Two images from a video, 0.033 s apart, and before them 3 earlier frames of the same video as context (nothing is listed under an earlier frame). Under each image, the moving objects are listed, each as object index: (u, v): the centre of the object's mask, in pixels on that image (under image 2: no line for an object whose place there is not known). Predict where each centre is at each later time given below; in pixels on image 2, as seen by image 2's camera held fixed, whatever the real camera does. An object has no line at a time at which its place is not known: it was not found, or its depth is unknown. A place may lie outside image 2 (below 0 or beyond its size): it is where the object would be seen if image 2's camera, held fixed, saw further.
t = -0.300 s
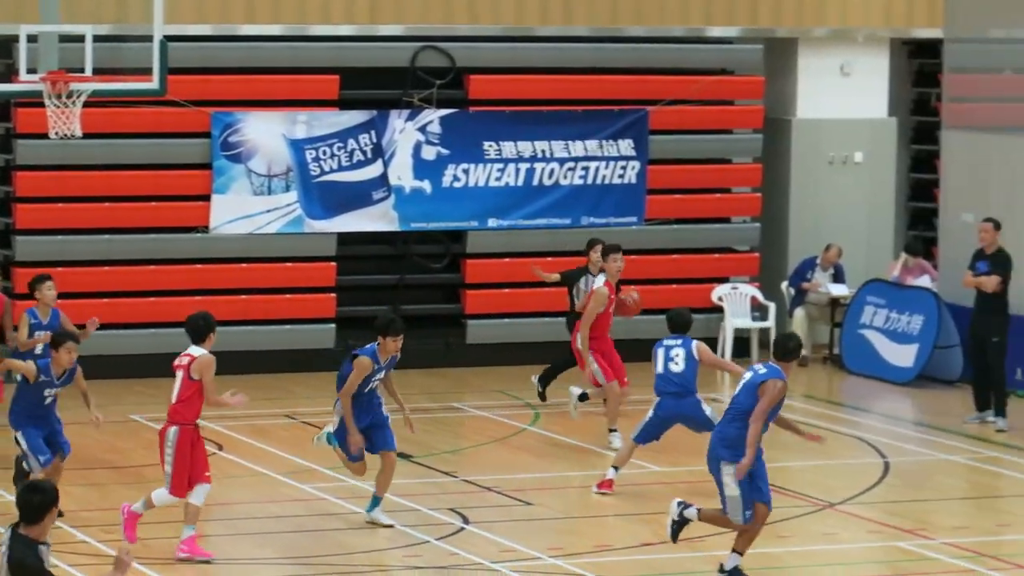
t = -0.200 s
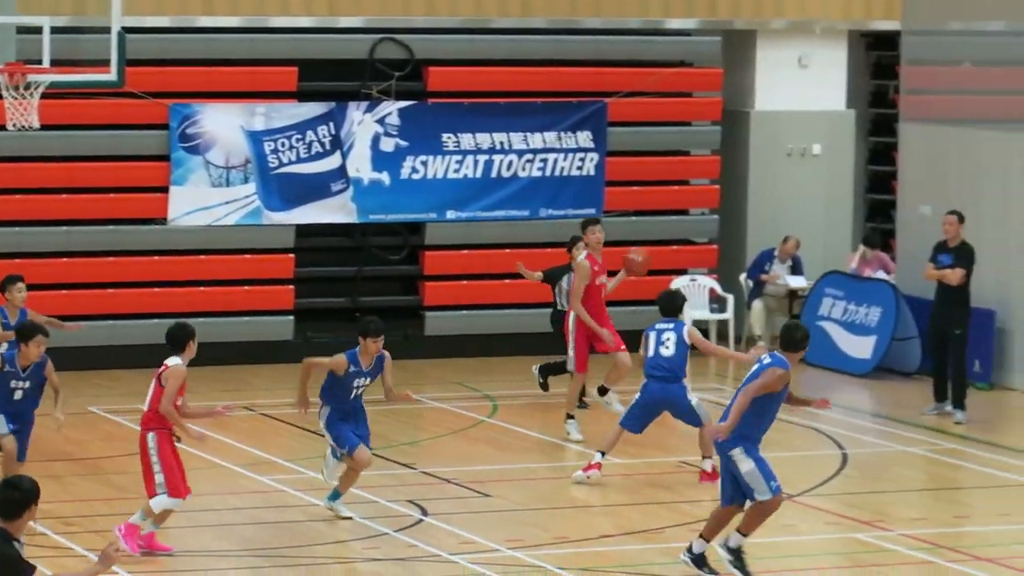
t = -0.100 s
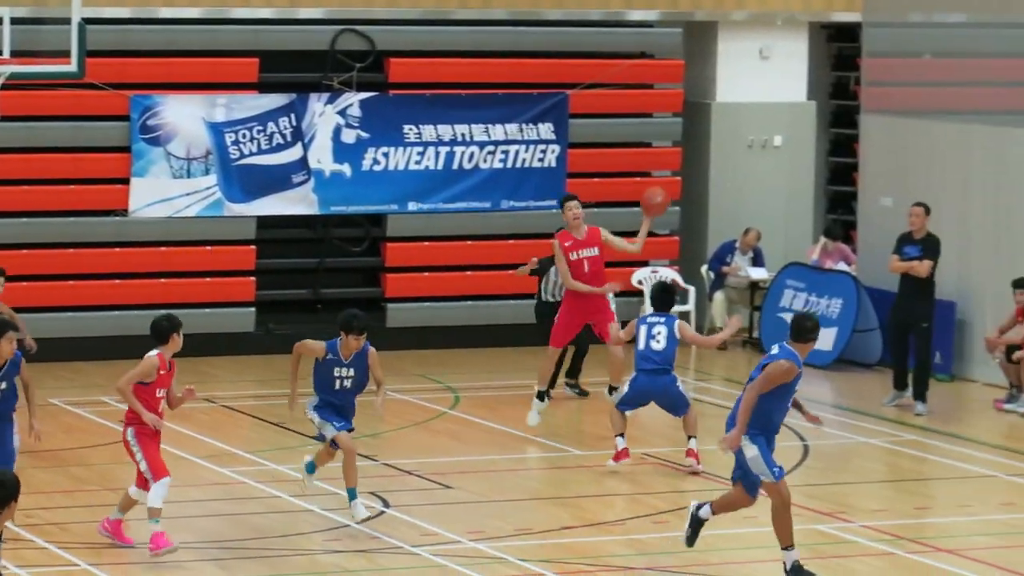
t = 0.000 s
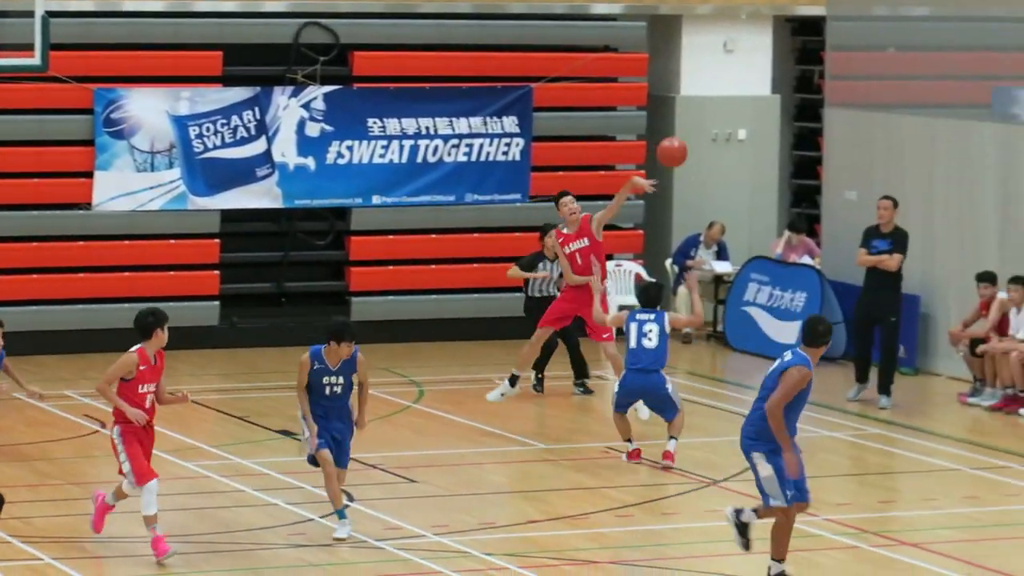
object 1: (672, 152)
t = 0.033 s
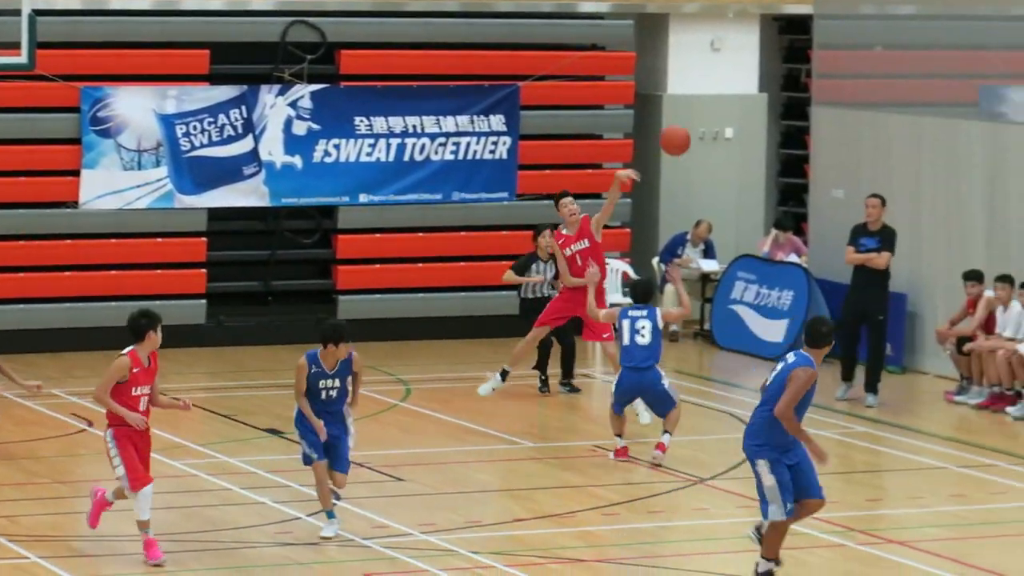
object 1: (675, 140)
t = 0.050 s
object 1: (683, 135)
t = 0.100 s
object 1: (706, 123)
